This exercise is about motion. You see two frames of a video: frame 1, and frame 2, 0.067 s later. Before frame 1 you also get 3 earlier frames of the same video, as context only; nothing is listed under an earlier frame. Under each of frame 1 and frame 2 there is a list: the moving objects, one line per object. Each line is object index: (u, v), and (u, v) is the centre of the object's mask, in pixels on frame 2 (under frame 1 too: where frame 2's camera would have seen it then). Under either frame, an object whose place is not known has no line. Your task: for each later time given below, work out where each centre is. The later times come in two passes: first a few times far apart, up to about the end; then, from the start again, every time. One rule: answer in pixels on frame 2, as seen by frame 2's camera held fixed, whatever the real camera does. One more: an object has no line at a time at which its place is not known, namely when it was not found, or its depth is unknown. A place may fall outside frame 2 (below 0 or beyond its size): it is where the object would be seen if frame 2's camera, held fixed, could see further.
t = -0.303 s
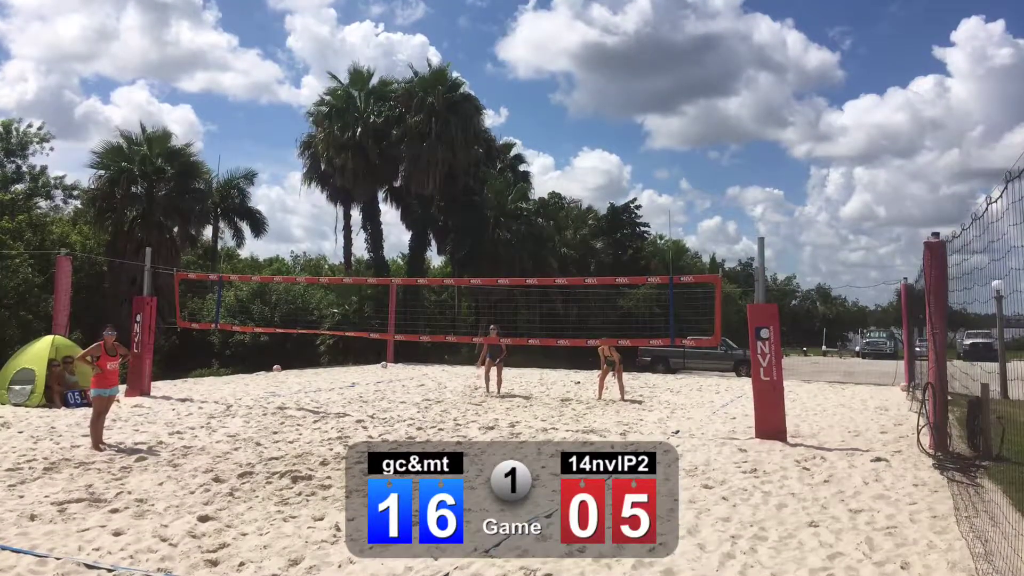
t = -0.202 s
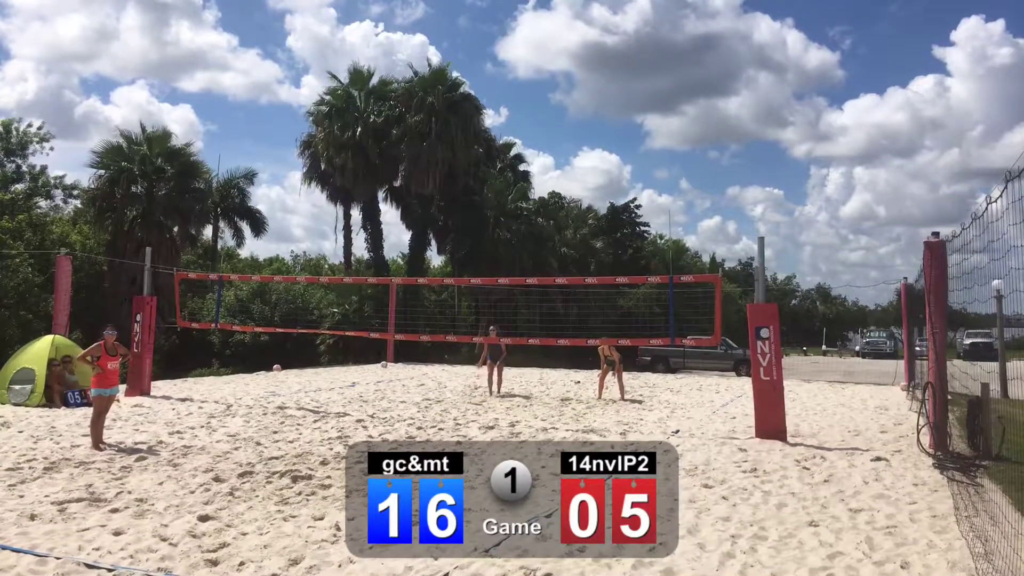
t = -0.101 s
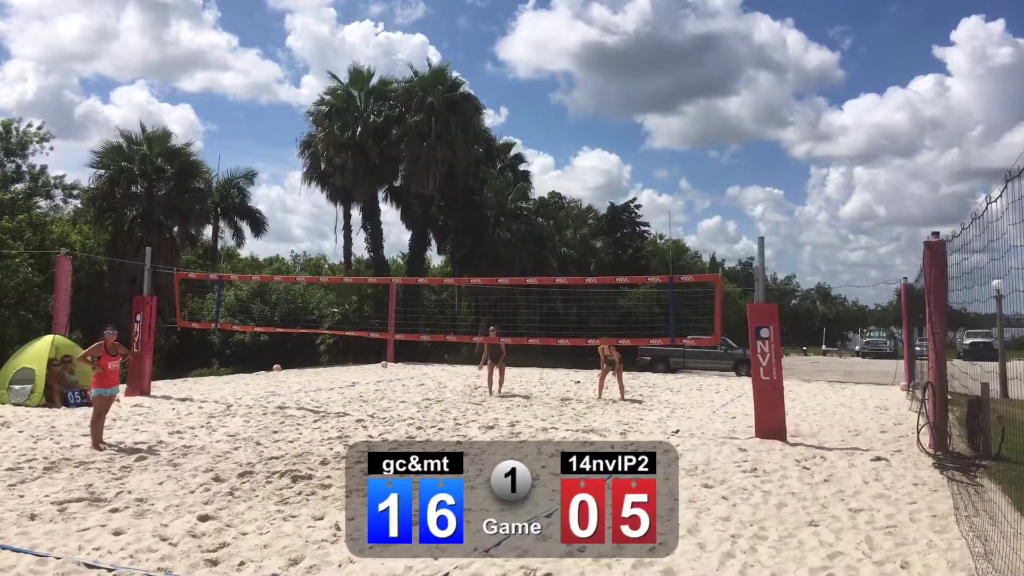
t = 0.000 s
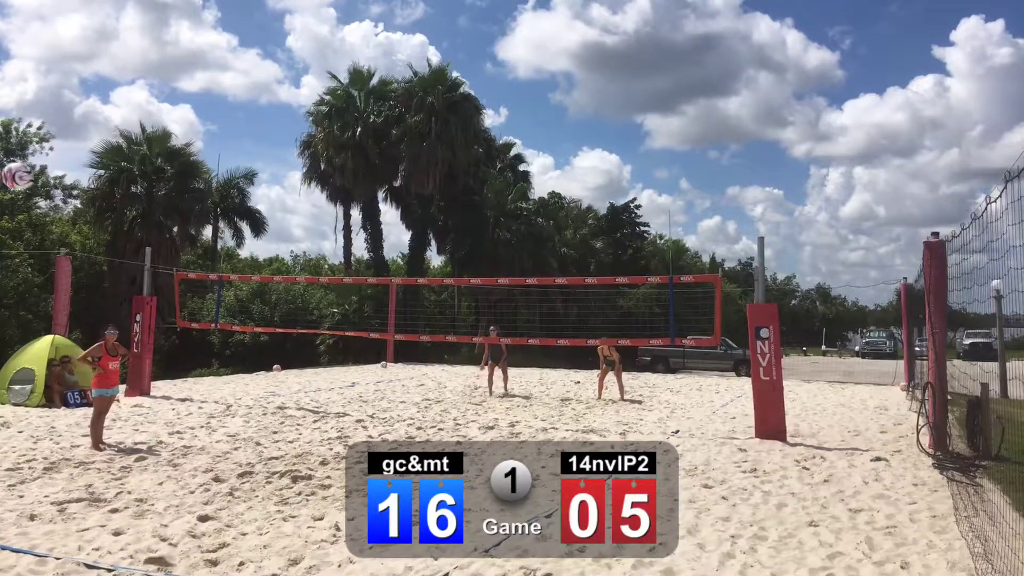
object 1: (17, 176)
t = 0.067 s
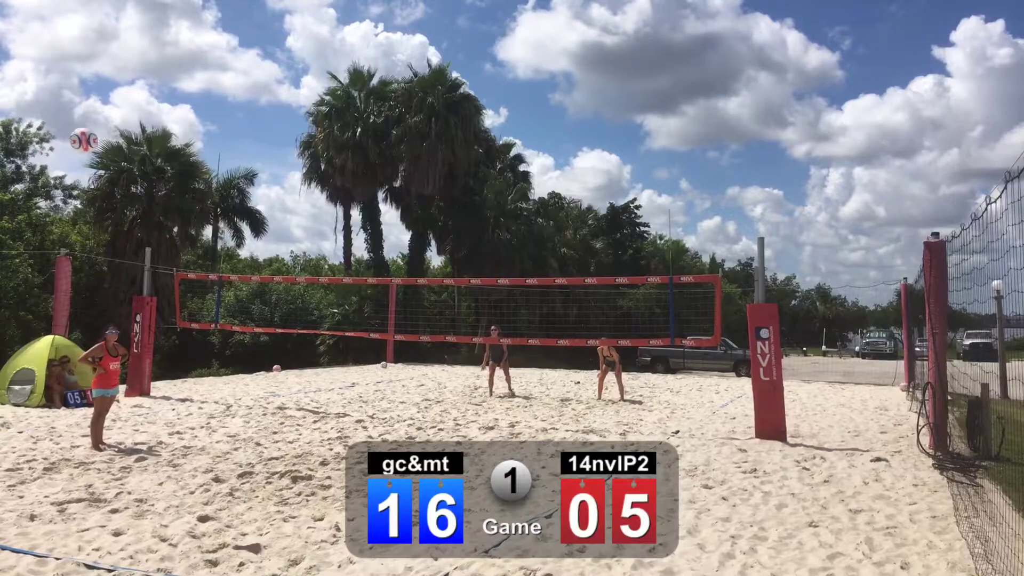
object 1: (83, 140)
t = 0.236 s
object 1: (205, 92)
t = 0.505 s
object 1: (324, 85)
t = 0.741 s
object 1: (389, 112)
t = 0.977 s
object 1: (433, 158)
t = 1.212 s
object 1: (463, 217)
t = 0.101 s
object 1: (112, 127)
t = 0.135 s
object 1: (138, 115)
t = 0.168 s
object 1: (162, 105)
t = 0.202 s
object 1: (185, 97)
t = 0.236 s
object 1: (205, 92)
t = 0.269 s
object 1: (224, 87)
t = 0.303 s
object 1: (241, 84)
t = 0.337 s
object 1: (258, 82)
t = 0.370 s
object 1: (273, 81)
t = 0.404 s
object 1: (287, 81)
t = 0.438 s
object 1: (300, 81)
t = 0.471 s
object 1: (313, 82)
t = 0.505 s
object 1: (324, 85)
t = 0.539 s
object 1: (335, 87)
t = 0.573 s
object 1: (345, 90)
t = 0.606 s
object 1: (355, 93)
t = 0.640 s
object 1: (364, 98)
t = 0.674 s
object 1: (373, 102)
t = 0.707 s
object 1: (381, 107)
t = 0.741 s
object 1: (389, 112)
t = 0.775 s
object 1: (396, 118)
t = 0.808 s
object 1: (403, 124)
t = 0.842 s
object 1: (409, 130)
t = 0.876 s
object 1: (415, 137)
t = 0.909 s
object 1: (422, 143)
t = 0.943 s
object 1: (427, 150)
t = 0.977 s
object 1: (433, 158)
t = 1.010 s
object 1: (438, 166)
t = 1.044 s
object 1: (442, 173)
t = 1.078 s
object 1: (447, 182)
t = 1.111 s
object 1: (451, 190)
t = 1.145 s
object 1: (456, 198)
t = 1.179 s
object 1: (459, 207)
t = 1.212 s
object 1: (463, 217)
